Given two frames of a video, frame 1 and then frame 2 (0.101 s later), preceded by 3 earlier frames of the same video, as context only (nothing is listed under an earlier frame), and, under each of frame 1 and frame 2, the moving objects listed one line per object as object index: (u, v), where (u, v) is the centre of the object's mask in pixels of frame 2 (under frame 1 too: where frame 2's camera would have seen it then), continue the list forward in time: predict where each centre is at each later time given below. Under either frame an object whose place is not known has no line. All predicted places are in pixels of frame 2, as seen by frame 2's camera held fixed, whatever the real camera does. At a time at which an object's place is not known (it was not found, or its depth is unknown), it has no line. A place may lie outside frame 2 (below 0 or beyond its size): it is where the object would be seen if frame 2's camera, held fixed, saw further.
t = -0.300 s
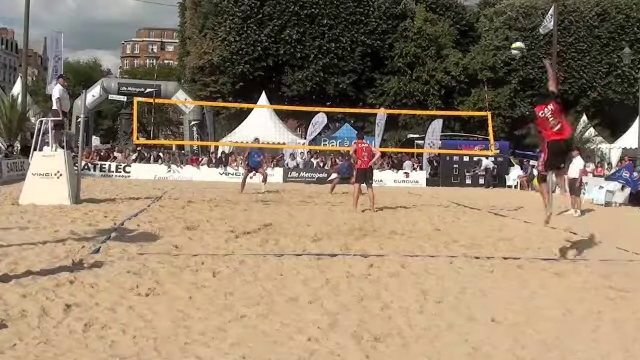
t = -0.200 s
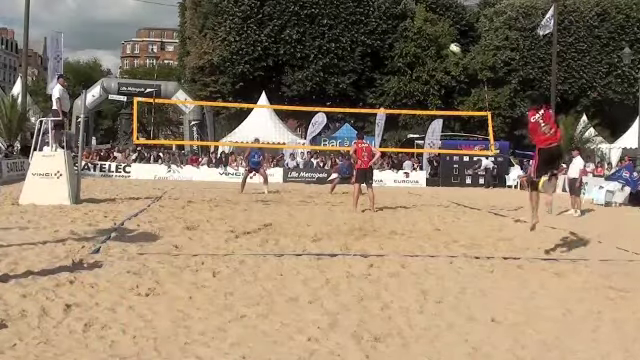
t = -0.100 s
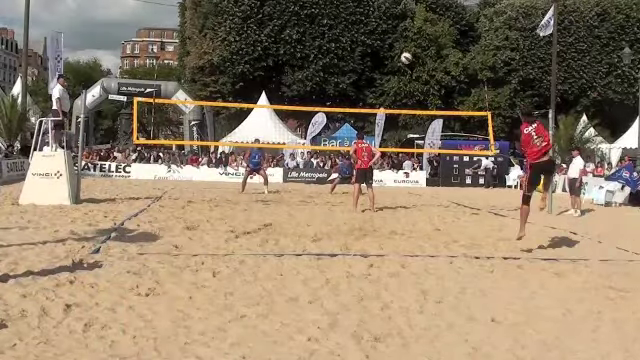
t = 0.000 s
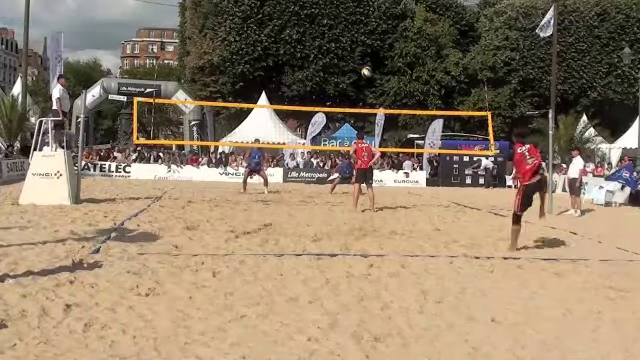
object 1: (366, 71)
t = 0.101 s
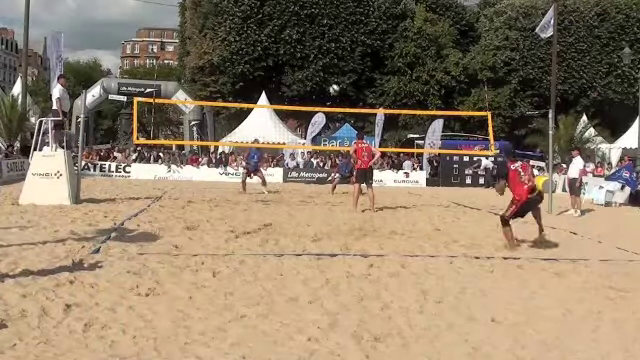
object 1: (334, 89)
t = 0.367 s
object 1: (267, 150)
